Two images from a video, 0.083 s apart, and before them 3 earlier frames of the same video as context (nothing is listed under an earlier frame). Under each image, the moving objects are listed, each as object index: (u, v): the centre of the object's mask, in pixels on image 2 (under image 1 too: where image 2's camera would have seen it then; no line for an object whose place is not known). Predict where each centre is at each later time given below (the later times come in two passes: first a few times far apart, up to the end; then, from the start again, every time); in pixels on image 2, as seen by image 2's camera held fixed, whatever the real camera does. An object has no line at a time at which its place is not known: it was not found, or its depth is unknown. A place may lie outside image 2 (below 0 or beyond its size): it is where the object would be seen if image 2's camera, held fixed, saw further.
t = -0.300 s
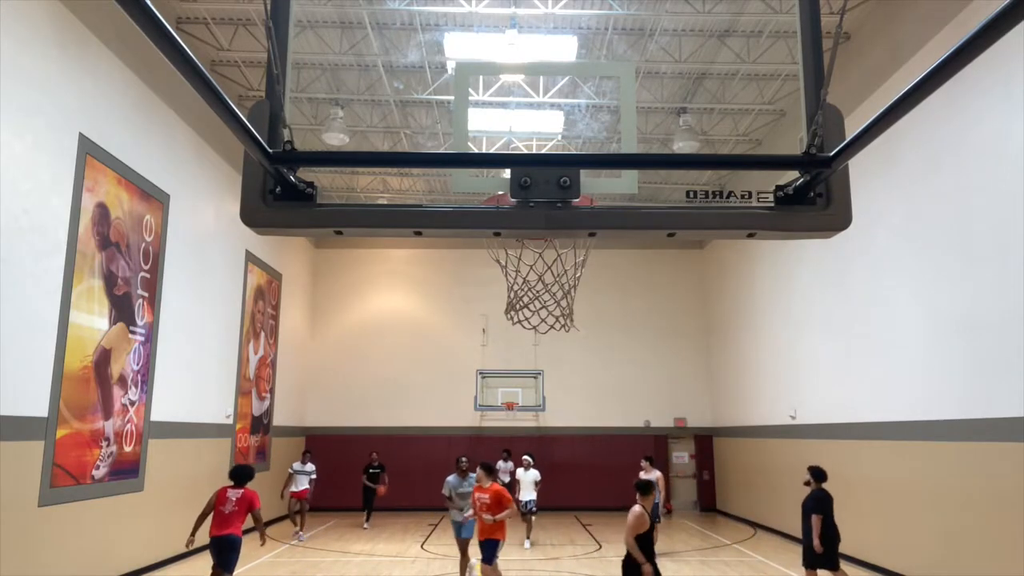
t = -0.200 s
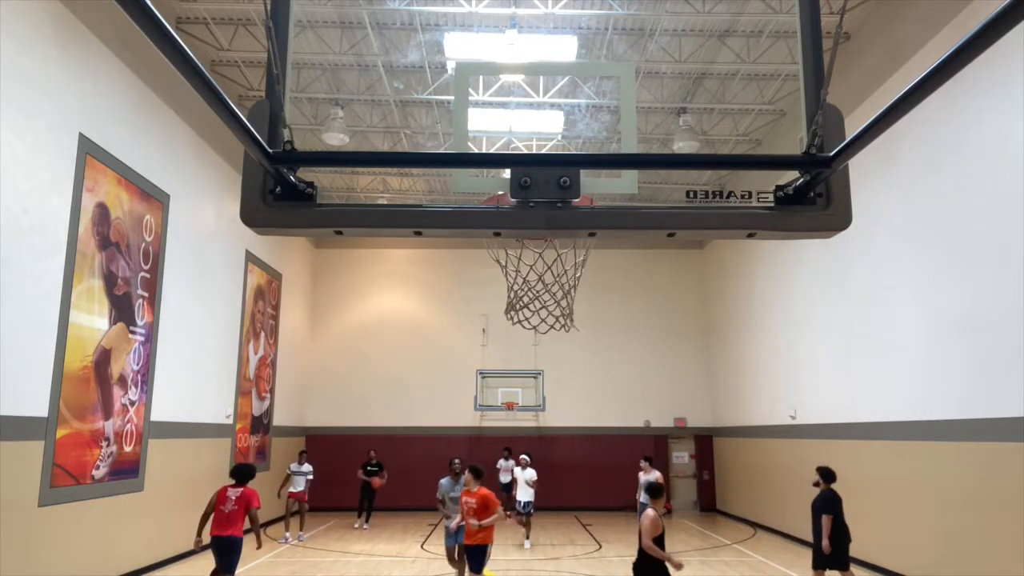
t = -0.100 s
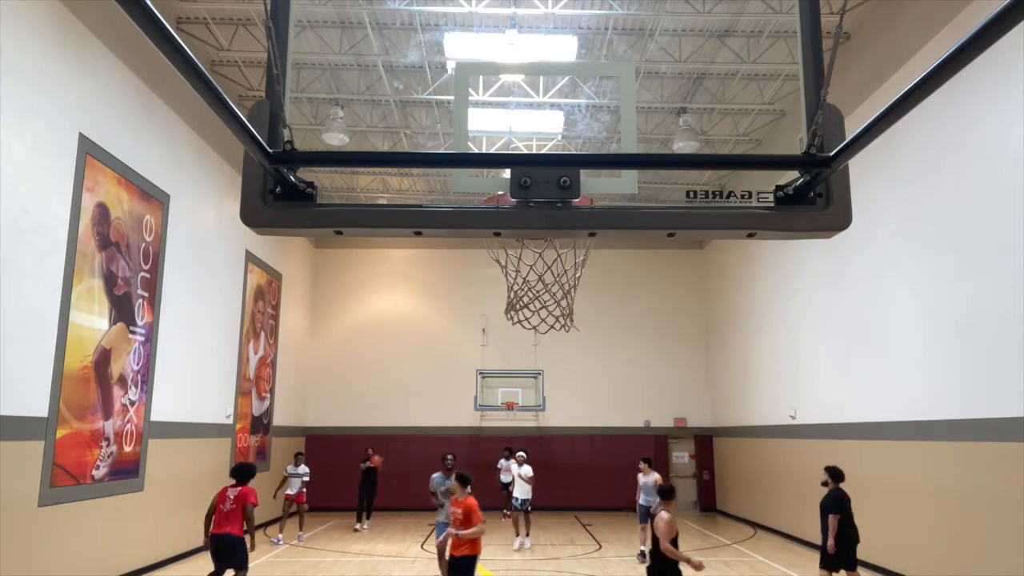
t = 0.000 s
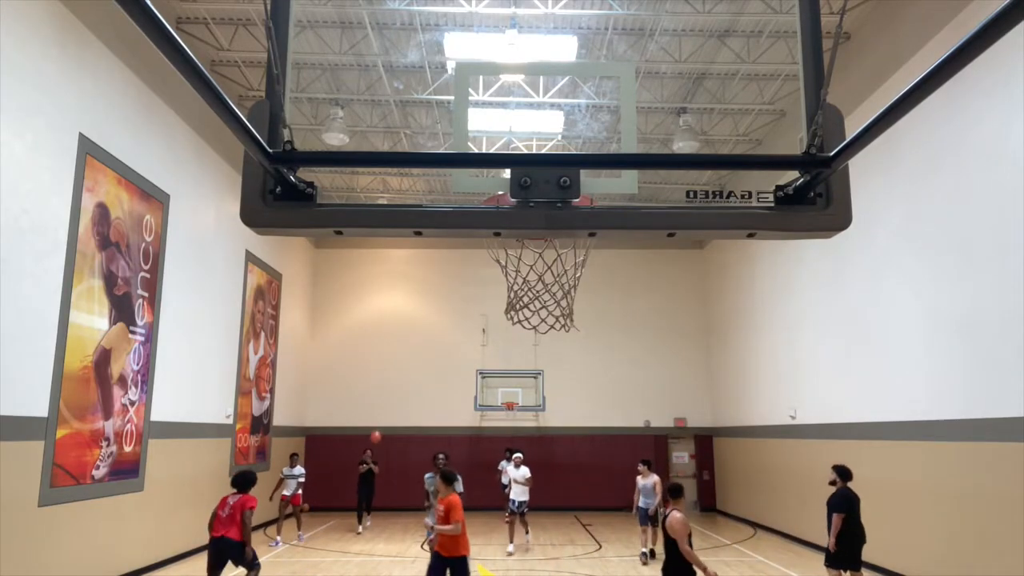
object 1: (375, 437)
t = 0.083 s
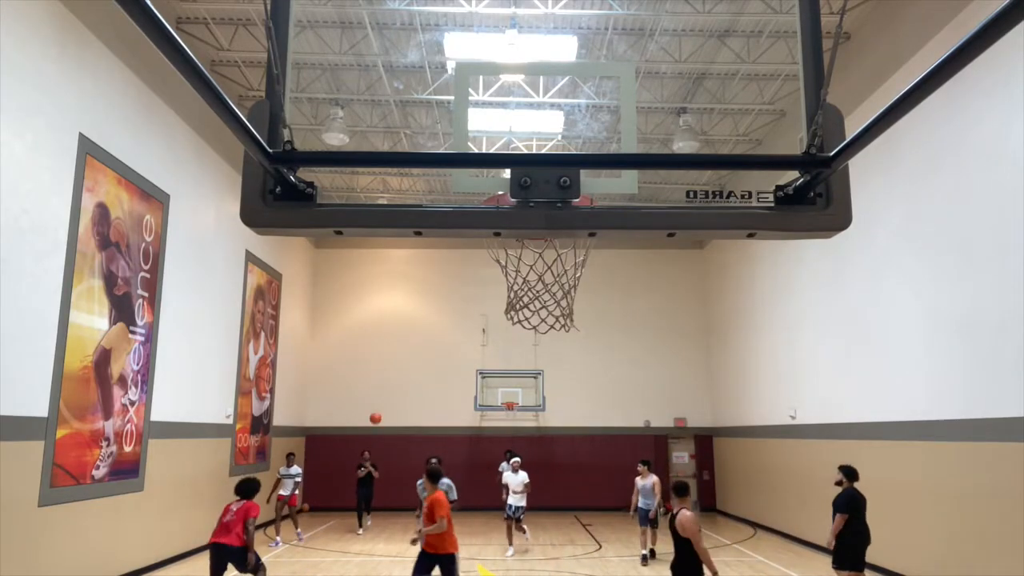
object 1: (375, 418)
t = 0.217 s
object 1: (374, 391)
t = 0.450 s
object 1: (371, 356)
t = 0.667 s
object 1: (364, 343)
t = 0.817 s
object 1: (357, 351)
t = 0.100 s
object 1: (375, 415)
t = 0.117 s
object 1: (375, 411)
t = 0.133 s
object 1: (375, 408)
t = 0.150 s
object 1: (375, 405)
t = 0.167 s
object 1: (374, 401)
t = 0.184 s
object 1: (374, 397)
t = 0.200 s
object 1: (374, 394)
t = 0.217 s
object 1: (374, 391)
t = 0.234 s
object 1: (374, 388)
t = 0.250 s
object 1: (374, 385)
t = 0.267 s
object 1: (374, 382)
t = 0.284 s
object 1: (373, 379)
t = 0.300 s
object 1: (373, 377)
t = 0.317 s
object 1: (373, 374)
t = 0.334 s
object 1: (372, 372)
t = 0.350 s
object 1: (372, 369)
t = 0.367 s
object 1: (372, 367)
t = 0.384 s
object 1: (372, 364)
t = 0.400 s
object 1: (372, 362)
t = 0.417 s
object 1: (371, 360)
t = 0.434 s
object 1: (371, 358)
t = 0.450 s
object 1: (371, 356)
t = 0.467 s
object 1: (370, 354)
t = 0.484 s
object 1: (370, 353)
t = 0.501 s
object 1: (369, 351)
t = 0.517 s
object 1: (369, 350)
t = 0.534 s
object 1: (368, 348)
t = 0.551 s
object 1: (368, 347)
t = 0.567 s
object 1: (367, 346)
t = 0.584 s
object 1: (367, 345)
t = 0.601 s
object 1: (366, 344)
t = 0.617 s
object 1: (366, 343)
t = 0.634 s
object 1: (365, 343)
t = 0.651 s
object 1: (364, 343)
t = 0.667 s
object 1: (364, 343)
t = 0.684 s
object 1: (363, 343)
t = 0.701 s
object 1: (362, 343)
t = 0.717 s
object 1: (362, 343)
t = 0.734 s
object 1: (361, 344)
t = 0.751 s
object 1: (360, 345)
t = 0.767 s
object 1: (359, 346)
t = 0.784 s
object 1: (358, 347)
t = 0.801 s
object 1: (357, 349)
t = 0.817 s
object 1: (357, 351)
